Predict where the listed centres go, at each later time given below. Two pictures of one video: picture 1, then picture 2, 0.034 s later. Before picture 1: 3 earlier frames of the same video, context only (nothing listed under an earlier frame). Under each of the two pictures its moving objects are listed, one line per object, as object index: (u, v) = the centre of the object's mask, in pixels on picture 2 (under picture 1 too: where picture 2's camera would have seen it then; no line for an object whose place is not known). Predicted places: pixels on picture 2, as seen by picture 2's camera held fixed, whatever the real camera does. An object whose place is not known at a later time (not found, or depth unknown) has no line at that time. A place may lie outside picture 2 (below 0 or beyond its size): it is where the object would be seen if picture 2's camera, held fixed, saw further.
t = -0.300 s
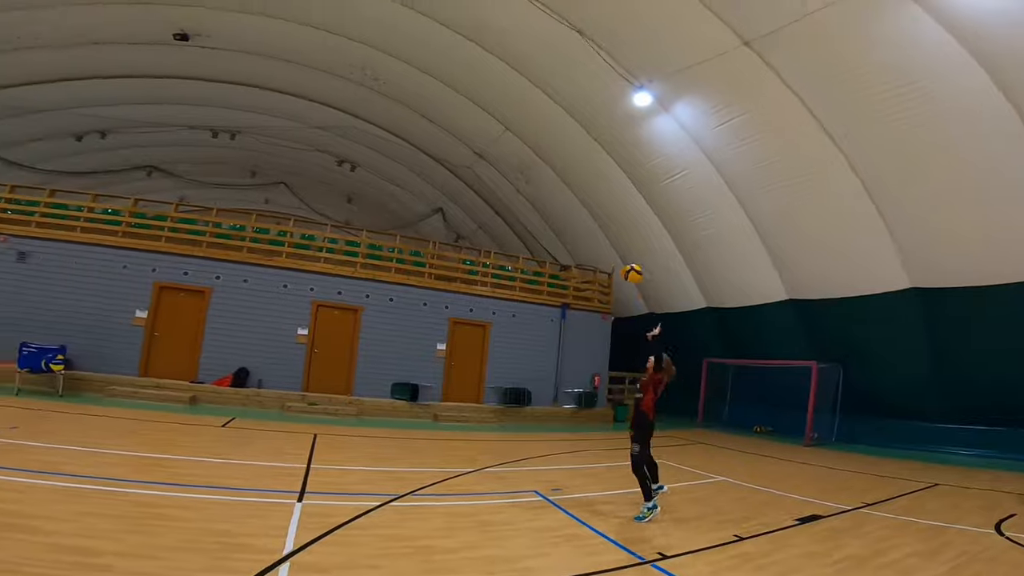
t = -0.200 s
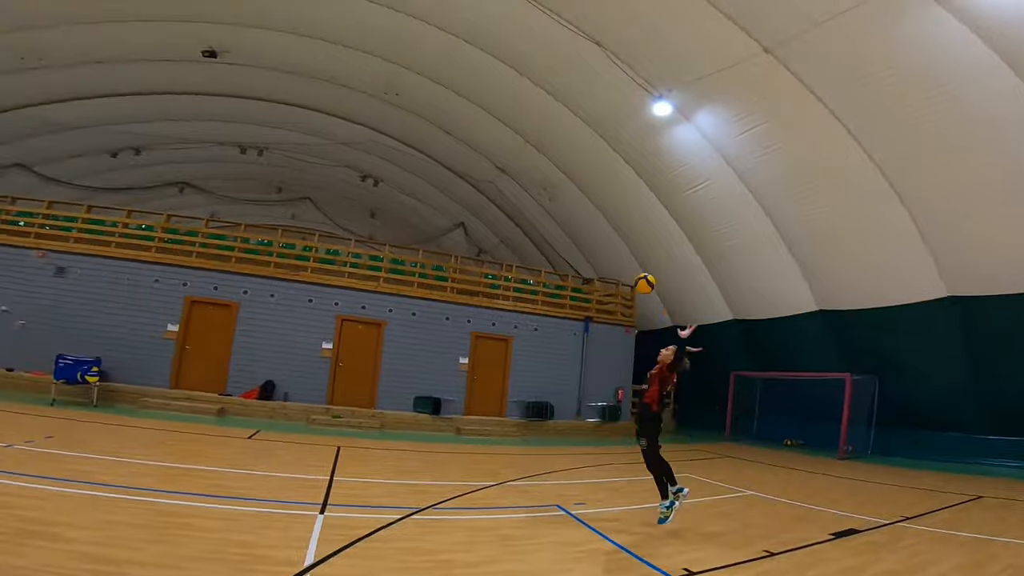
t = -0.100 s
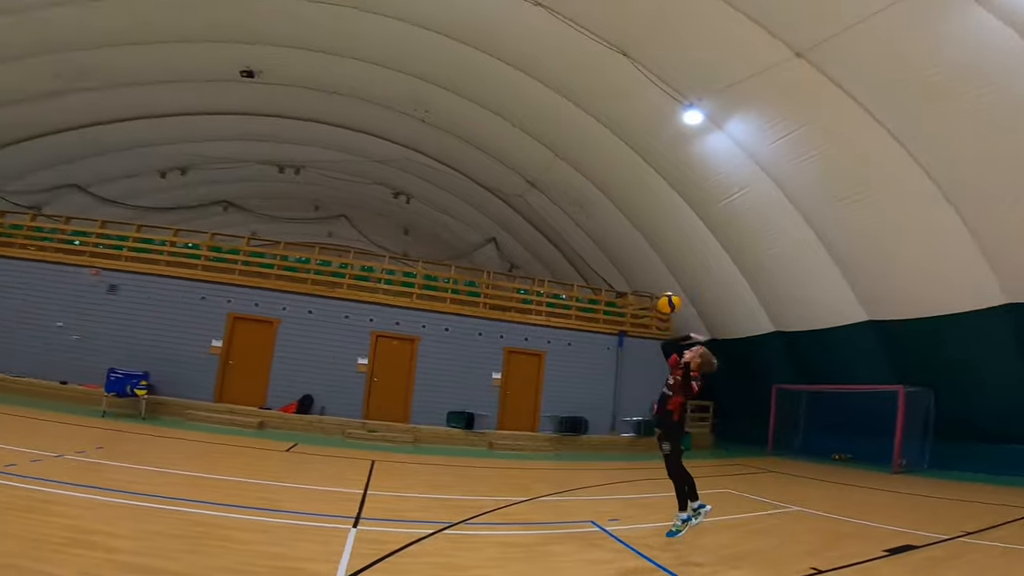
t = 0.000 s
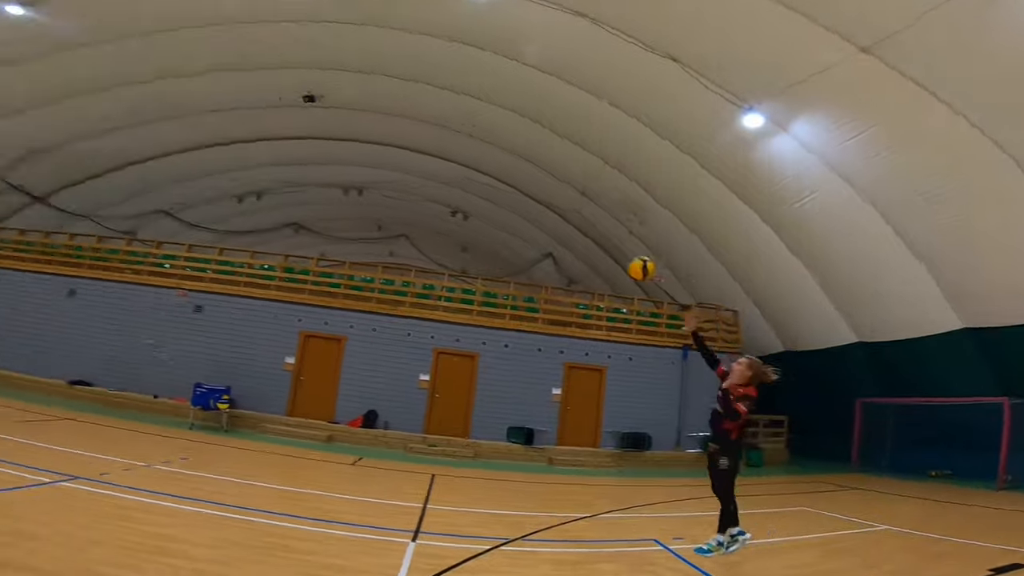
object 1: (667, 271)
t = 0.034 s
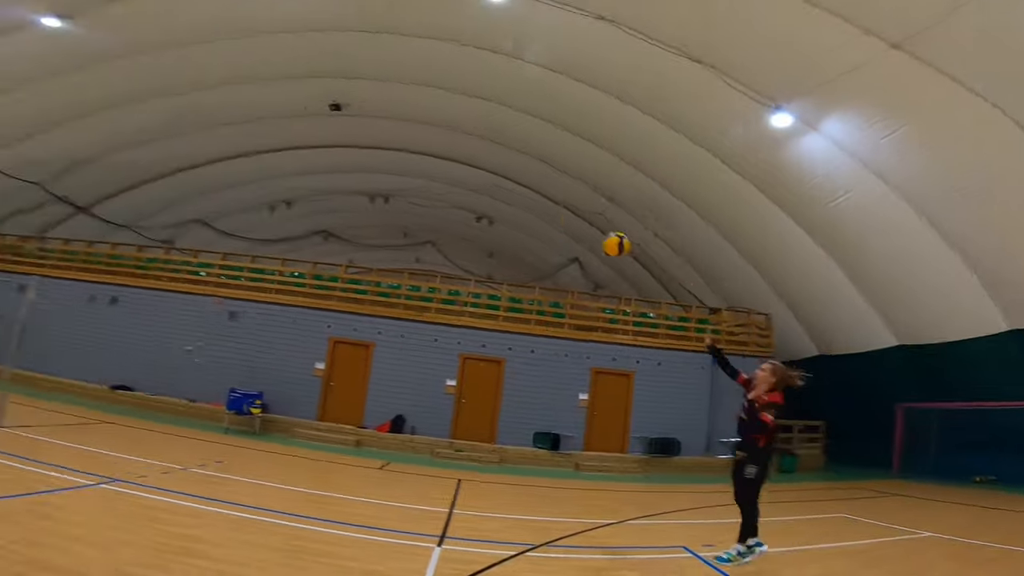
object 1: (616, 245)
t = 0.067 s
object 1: (562, 218)
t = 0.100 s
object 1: (508, 192)
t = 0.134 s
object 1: (452, 167)
